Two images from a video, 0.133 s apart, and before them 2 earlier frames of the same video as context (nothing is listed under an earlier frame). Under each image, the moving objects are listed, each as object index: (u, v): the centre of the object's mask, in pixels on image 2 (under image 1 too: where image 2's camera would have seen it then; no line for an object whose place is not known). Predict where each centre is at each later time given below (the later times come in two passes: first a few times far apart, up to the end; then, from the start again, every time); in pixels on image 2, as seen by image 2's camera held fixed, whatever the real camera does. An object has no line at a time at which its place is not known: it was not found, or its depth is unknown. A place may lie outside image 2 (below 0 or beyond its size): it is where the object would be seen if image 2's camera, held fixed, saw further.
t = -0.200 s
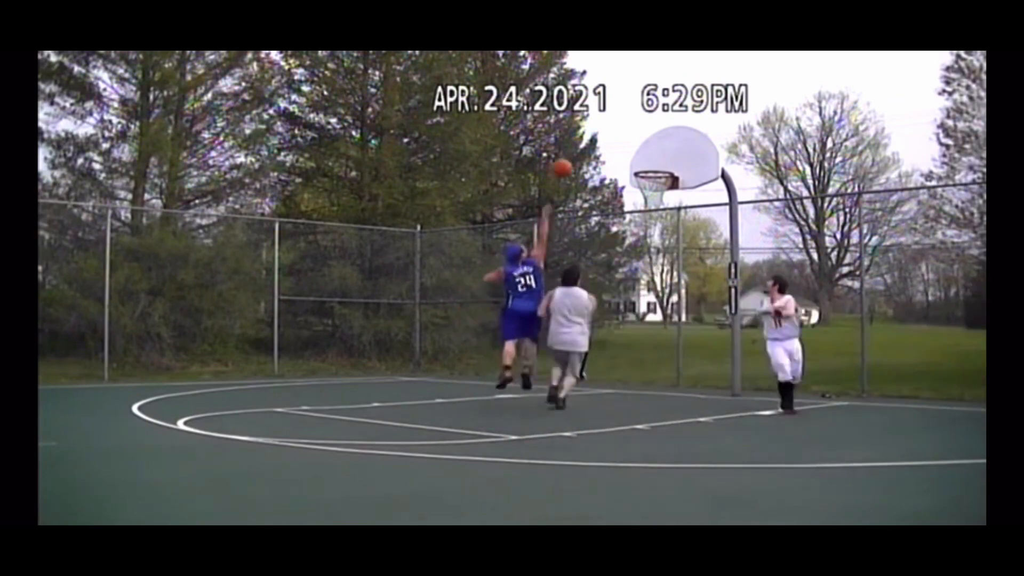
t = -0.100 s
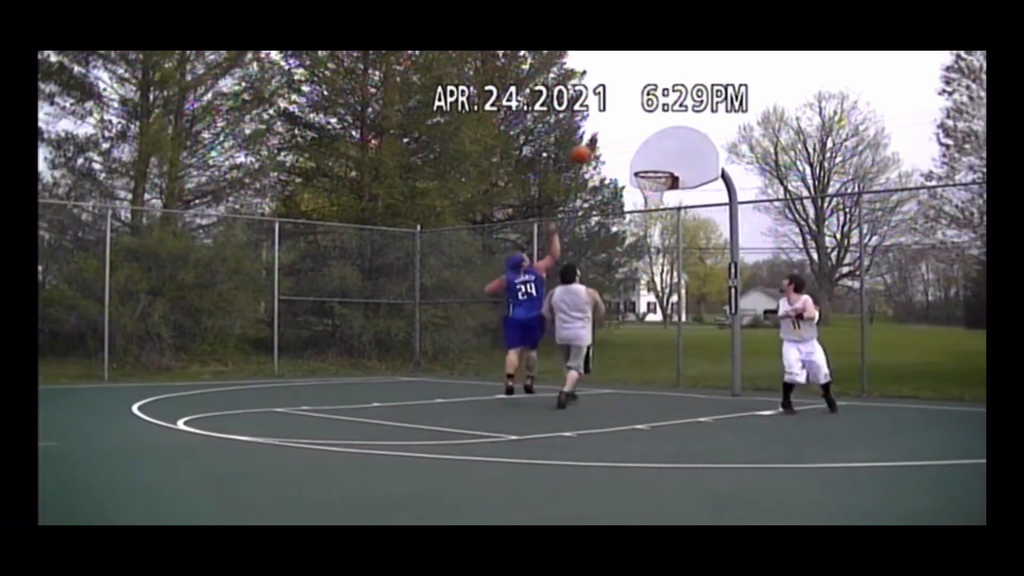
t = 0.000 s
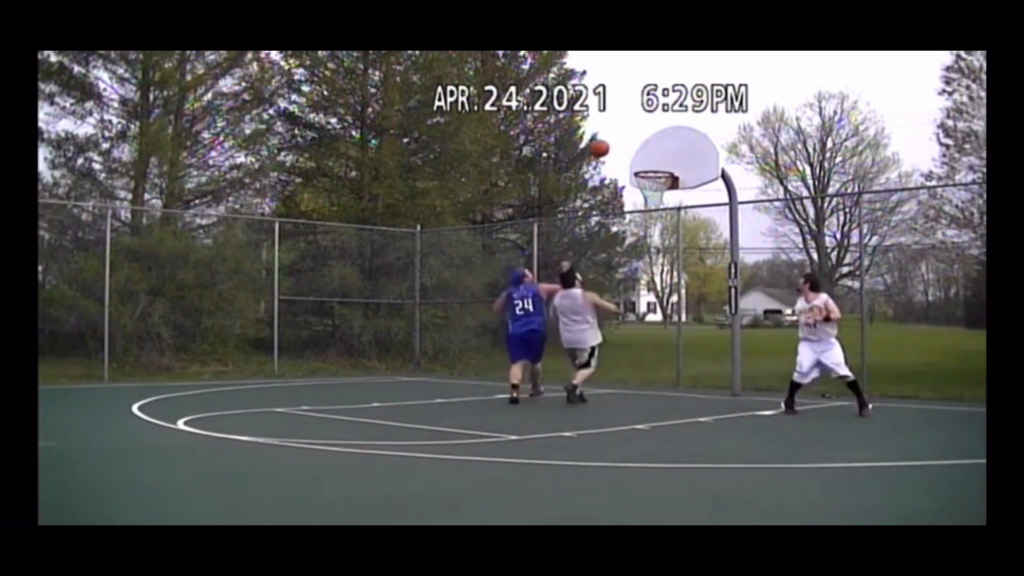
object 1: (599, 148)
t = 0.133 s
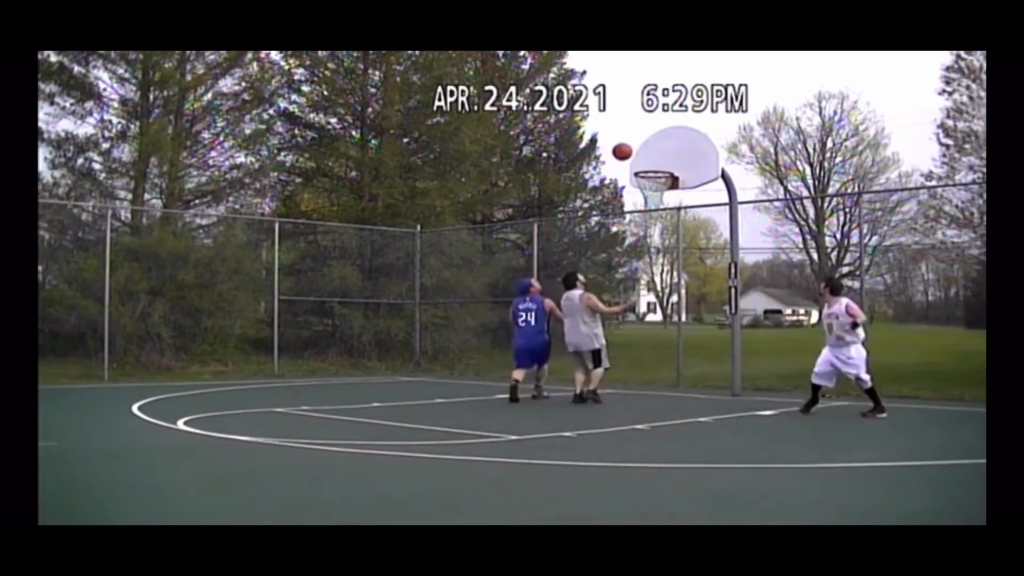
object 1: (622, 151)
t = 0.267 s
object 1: (644, 168)
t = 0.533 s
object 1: (648, 194)
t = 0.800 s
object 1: (639, 200)
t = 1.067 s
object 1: (638, 250)
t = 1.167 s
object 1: (636, 285)
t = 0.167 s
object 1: (628, 154)
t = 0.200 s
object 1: (633, 158)
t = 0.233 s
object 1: (639, 162)
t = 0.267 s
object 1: (644, 168)
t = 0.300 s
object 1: (650, 173)
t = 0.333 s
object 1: (654, 175)
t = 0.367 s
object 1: (661, 180)
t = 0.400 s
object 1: (662, 182)
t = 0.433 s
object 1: (661, 185)
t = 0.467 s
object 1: (656, 190)
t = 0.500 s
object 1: (651, 194)
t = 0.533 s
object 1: (648, 194)
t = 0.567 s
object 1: (645, 193)
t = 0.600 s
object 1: (643, 193)
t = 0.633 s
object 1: (642, 192)
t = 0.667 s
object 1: (641, 193)
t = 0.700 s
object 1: (640, 193)
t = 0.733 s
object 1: (640, 195)
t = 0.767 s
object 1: (639, 197)
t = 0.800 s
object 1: (639, 200)
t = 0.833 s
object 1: (639, 204)
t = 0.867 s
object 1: (638, 208)
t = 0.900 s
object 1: (638, 214)
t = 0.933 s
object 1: (638, 220)
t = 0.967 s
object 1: (638, 228)
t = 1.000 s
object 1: (637, 235)
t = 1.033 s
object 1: (637, 243)
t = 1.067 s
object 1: (638, 250)
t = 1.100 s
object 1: (637, 264)
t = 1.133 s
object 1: (636, 273)
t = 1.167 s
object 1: (636, 285)
